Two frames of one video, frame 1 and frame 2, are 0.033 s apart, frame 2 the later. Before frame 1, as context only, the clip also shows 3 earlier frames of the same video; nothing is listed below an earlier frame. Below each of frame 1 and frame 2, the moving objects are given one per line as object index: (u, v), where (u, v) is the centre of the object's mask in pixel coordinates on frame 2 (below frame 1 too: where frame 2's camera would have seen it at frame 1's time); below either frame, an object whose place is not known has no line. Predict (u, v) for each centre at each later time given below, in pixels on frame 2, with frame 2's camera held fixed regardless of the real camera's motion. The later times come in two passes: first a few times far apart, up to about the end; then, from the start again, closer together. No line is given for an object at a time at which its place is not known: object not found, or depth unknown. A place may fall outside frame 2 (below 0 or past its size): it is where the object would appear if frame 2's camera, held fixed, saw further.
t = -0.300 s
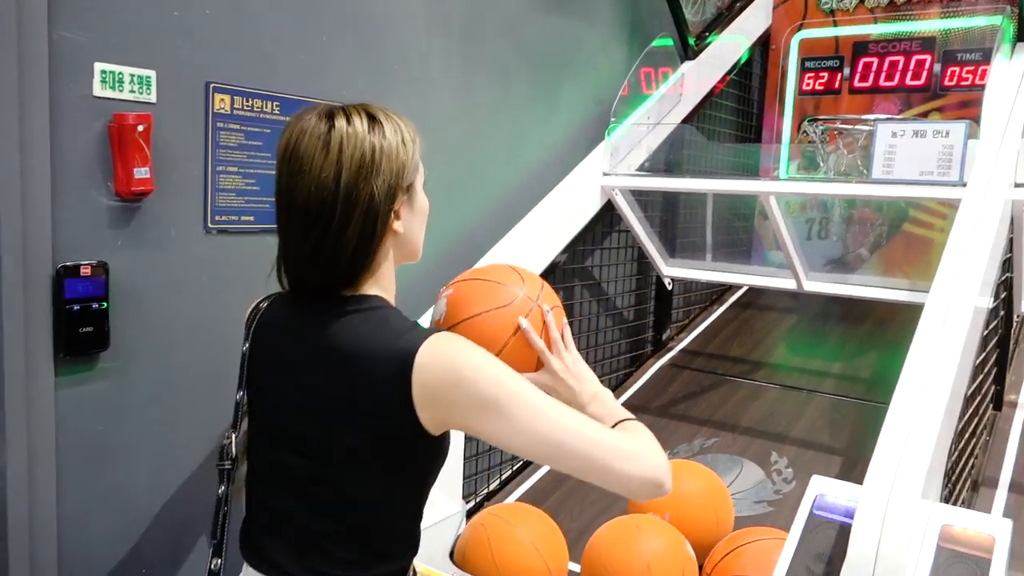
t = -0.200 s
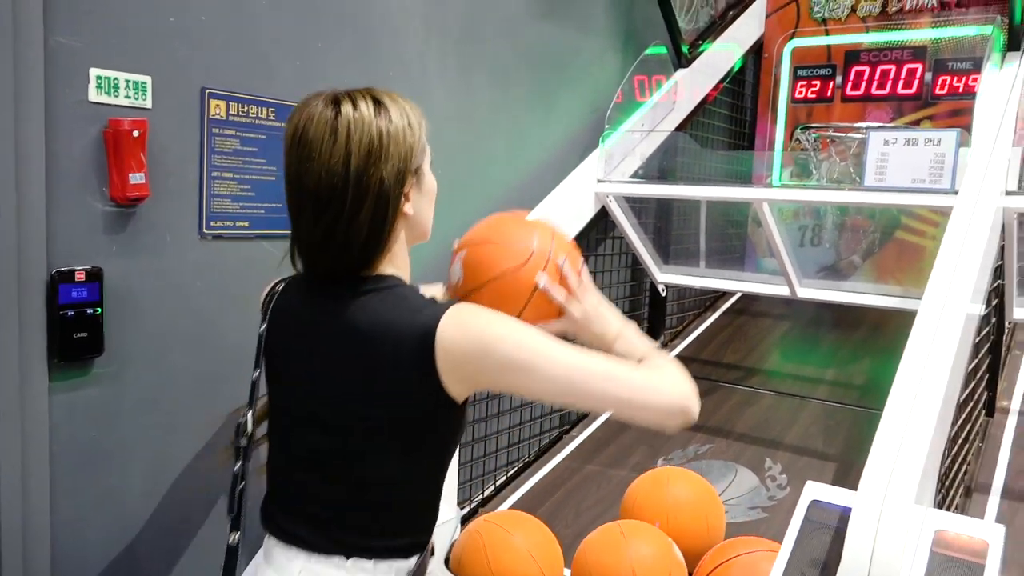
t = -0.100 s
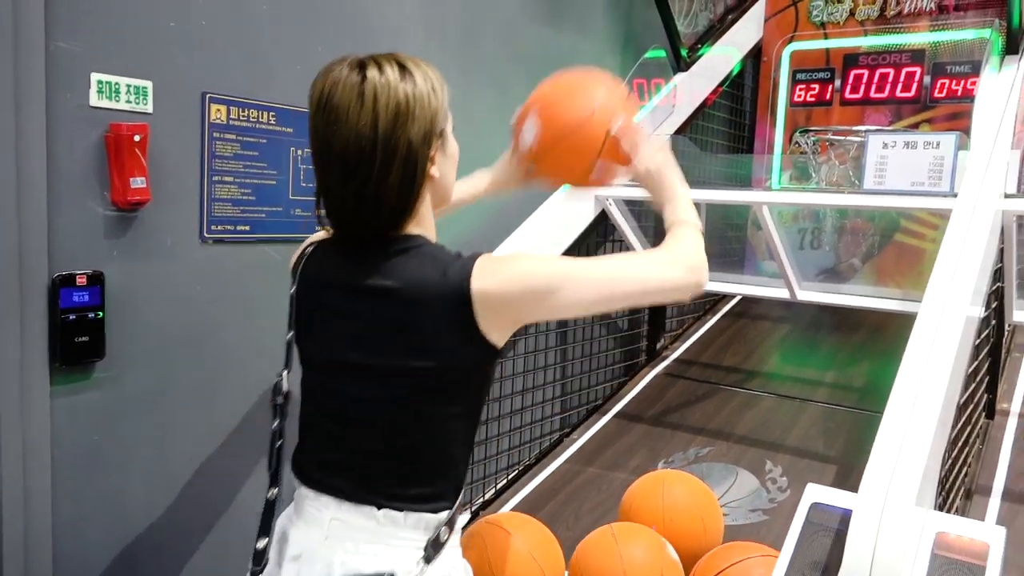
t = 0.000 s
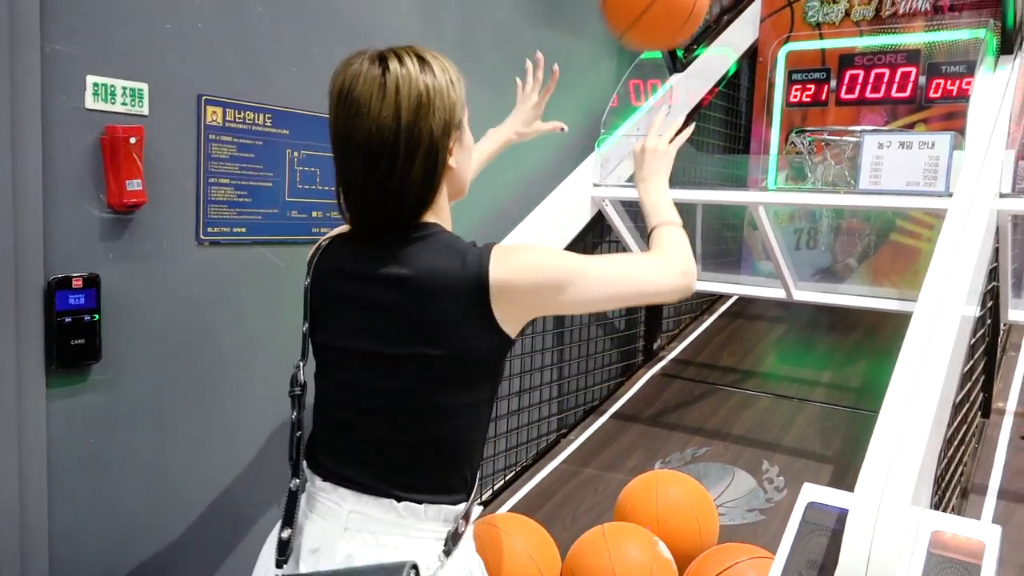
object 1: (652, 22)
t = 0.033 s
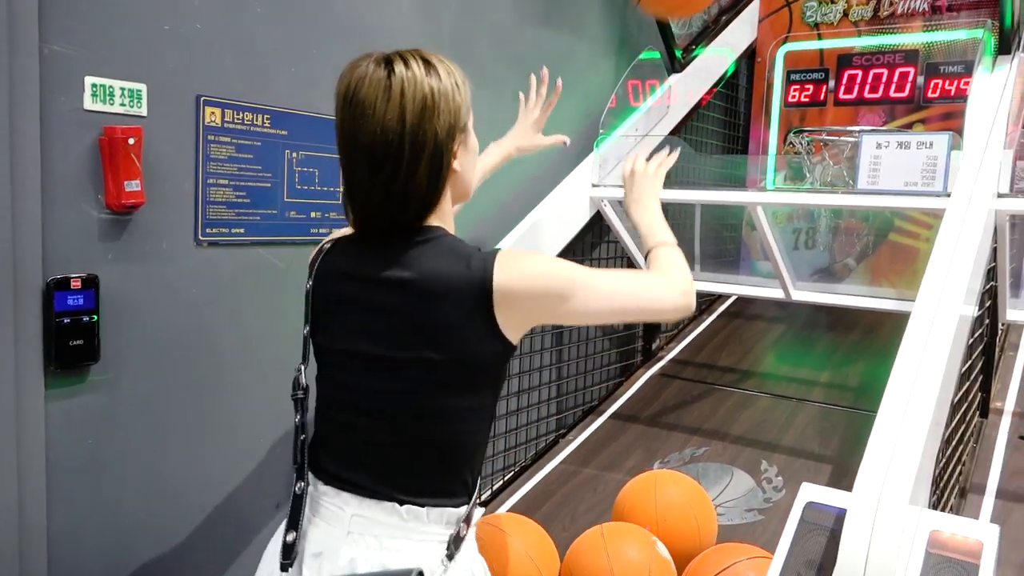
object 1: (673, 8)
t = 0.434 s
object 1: (823, 15)
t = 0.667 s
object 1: (832, 79)
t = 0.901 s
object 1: (792, 98)
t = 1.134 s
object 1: (757, 157)
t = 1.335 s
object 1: (764, 128)
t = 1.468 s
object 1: (764, 168)
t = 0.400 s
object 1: (814, 6)
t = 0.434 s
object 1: (823, 15)
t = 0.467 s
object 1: (831, 29)
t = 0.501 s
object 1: (836, 54)
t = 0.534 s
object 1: (841, 83)
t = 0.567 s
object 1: (844, 104)
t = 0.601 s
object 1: (840, 100)
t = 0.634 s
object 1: (836, 89)
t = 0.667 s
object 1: (832, 79)
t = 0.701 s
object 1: (828, 73)
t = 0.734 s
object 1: (823, 69)
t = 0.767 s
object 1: (818, 68)
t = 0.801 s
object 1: (812, 71)
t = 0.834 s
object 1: (806, 76)
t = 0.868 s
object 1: (799, 86)
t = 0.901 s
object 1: (792, 98)
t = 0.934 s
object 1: (784, 116)
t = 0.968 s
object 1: (775, 139)
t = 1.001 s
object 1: (766, 160)
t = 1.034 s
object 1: (754, 189)
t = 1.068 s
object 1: (747, 205)
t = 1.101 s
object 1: (756, 167)
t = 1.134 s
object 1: (757, 157)
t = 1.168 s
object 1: (759, 145)
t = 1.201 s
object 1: (761, 135)
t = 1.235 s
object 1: (762, 127)
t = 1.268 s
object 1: (763, 123)
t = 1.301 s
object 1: (764, 124)
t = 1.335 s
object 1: (764, 128)
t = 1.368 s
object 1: (764, 136)
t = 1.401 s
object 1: (764, 147)
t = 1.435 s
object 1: (764, 158)
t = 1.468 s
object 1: (764, 168)
